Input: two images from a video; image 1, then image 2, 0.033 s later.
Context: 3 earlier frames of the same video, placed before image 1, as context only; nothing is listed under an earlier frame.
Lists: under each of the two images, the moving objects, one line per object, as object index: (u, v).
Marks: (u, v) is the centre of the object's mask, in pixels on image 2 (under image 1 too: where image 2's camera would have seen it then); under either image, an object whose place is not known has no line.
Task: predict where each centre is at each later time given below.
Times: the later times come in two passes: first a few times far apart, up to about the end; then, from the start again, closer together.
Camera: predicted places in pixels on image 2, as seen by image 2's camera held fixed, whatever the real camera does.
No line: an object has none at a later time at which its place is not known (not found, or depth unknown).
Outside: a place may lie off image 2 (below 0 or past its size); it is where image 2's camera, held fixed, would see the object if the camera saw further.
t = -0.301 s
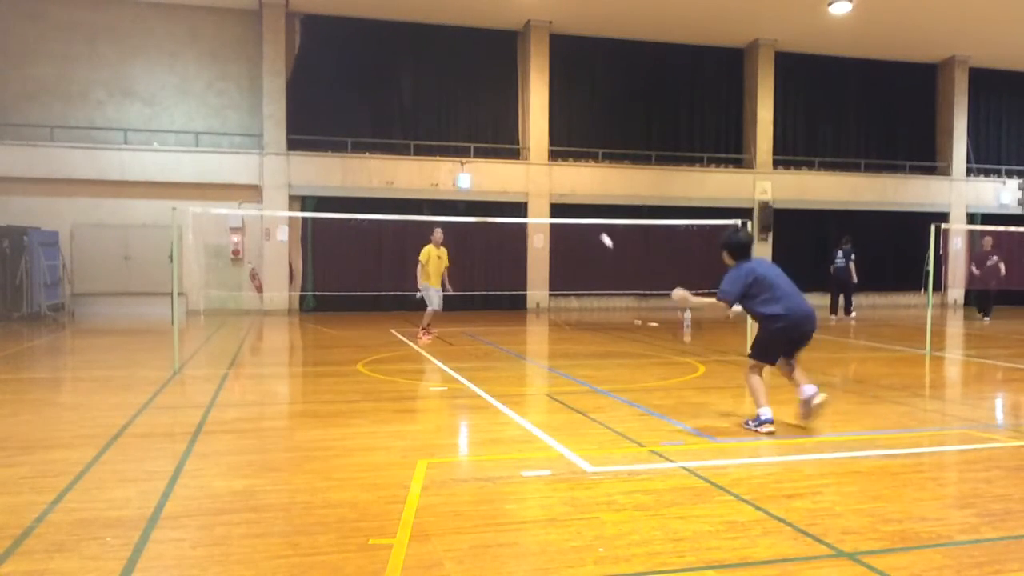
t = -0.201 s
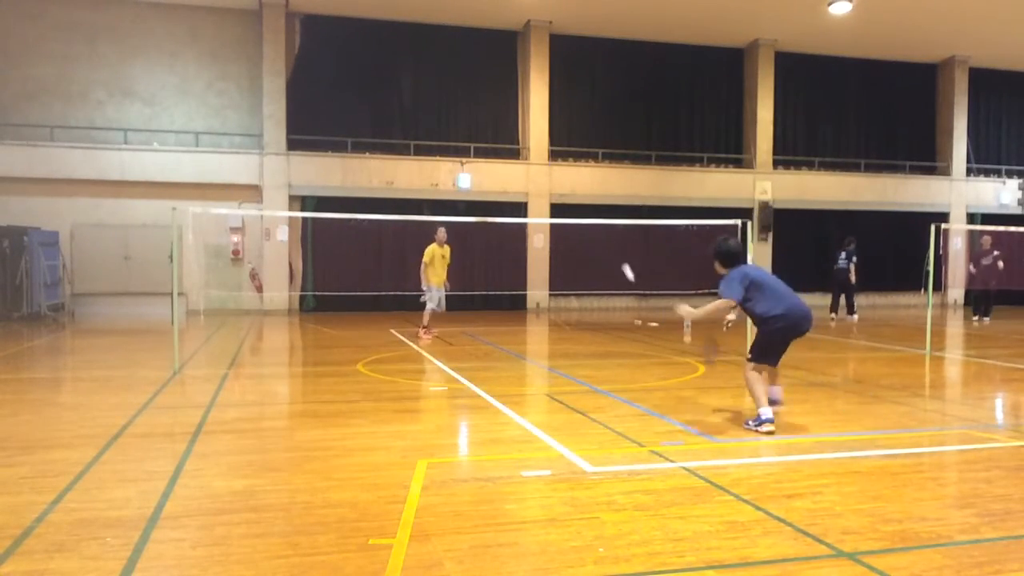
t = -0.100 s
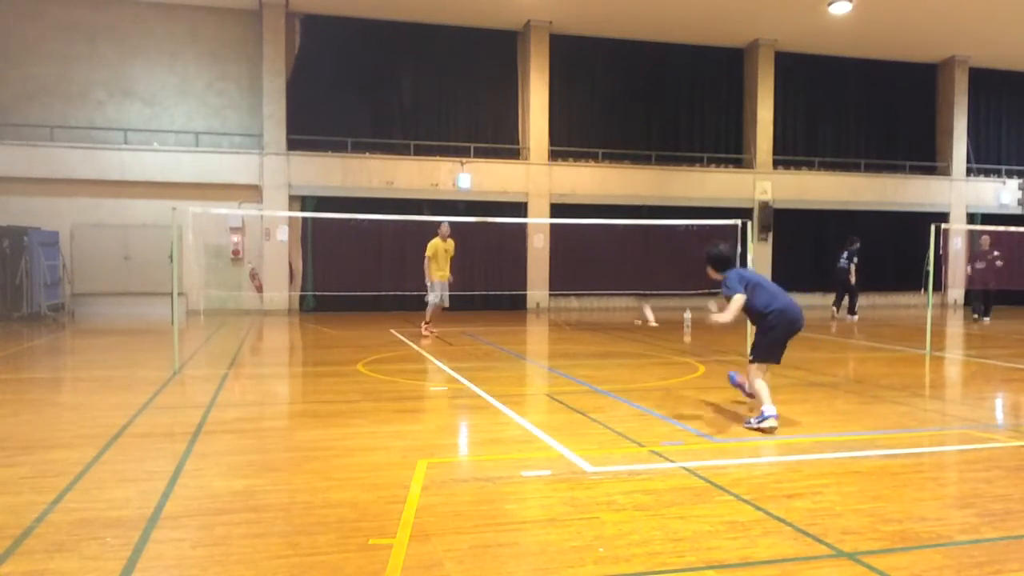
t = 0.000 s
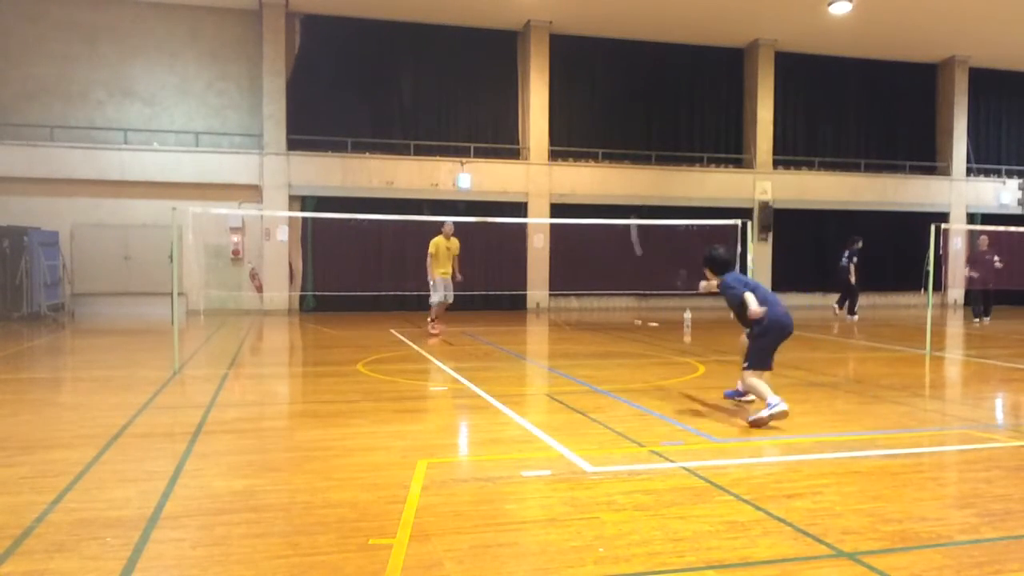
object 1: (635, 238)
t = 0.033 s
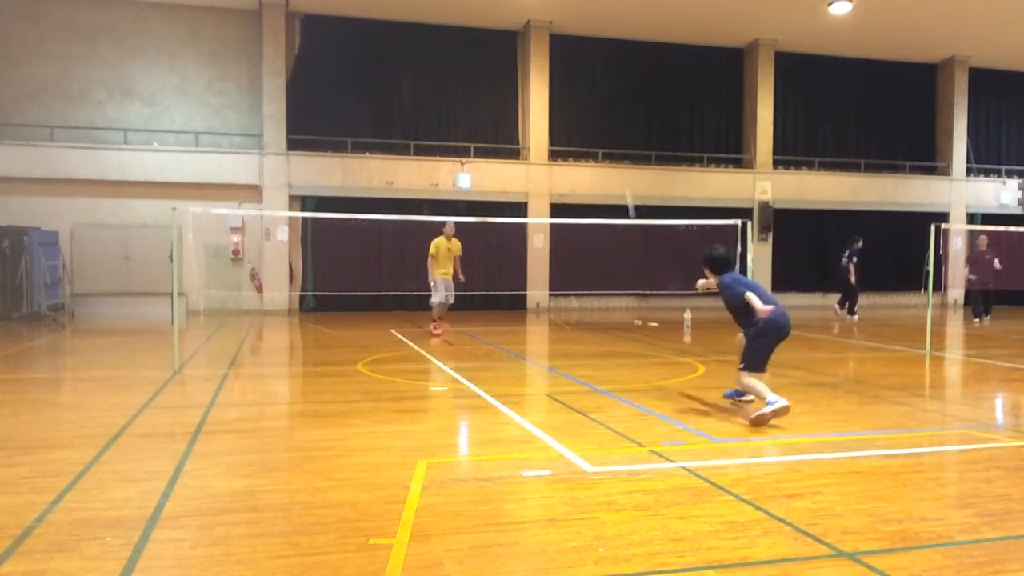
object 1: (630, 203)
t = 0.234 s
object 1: (608, 111)
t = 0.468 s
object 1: (597, 91)
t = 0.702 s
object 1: (591, 108)
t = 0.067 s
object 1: (624, 177)
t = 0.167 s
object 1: (613, 129)
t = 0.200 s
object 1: (610, 119)
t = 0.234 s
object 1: (608, 111)
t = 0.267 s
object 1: (606, 105)
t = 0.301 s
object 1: (604, 100)
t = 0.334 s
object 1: (602, 96)
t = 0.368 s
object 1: (600, 94)
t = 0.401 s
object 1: (599, 92)
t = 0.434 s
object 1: (598, 91)
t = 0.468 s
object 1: (597, 91)
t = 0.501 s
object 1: (596, 92)
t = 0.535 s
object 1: (595, 93)
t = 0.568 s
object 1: (594, 95)
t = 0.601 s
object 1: (593, 98)
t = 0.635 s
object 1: (593, 101)
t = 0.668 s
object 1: (592, 104)
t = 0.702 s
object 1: (591, 108)
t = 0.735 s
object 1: (591, 113)
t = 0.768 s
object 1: (590, 118)
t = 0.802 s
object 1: (589, 123)
